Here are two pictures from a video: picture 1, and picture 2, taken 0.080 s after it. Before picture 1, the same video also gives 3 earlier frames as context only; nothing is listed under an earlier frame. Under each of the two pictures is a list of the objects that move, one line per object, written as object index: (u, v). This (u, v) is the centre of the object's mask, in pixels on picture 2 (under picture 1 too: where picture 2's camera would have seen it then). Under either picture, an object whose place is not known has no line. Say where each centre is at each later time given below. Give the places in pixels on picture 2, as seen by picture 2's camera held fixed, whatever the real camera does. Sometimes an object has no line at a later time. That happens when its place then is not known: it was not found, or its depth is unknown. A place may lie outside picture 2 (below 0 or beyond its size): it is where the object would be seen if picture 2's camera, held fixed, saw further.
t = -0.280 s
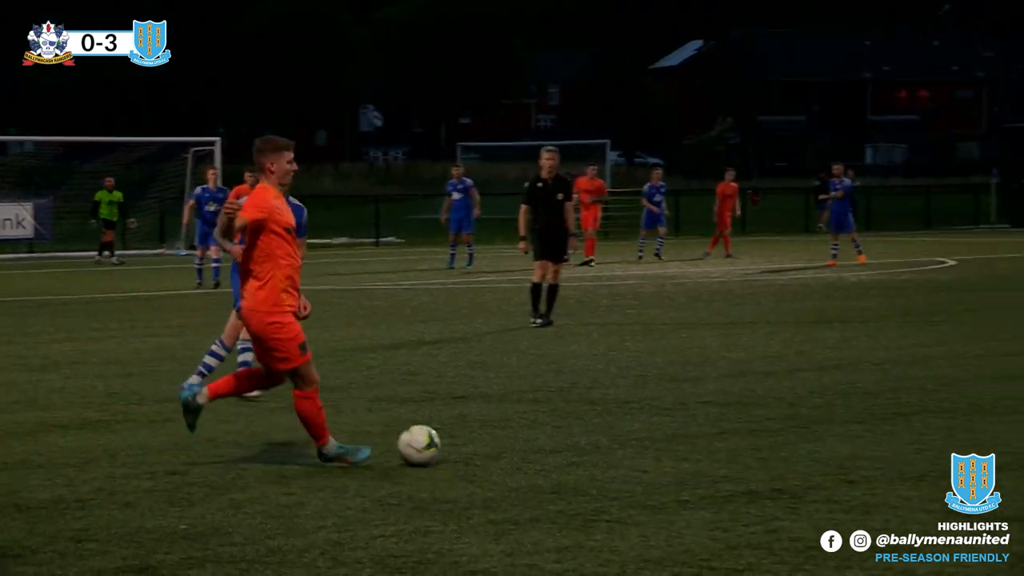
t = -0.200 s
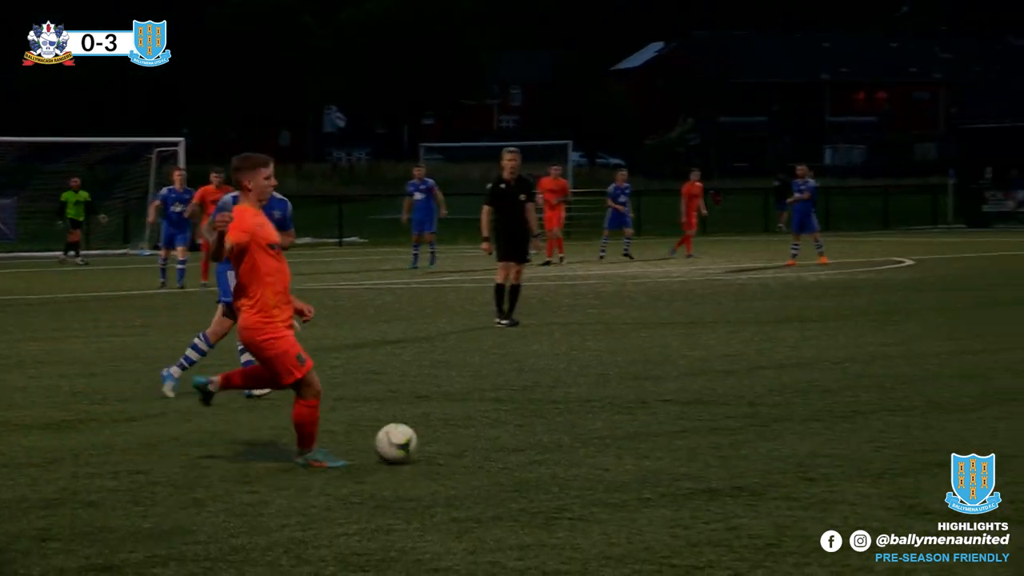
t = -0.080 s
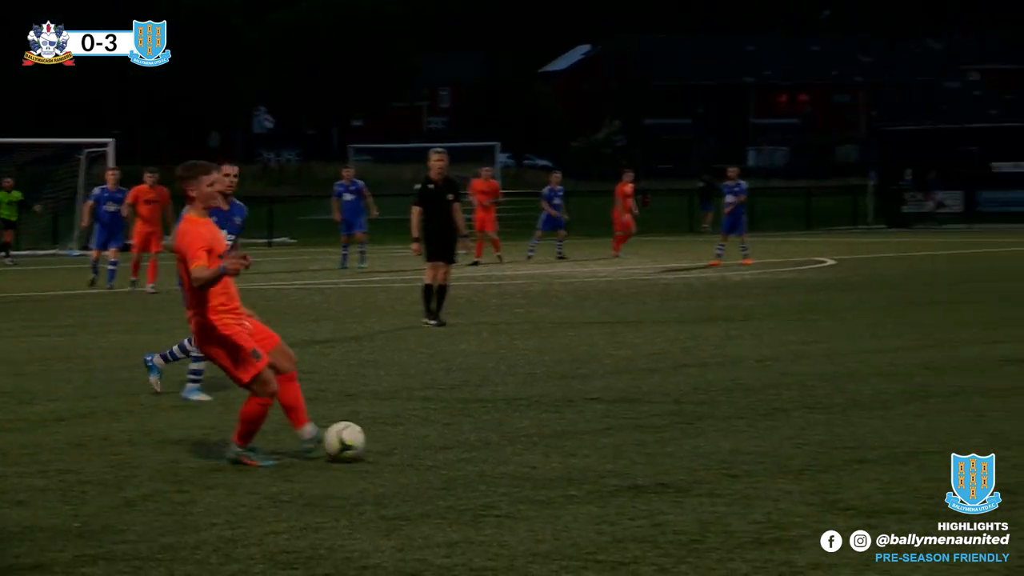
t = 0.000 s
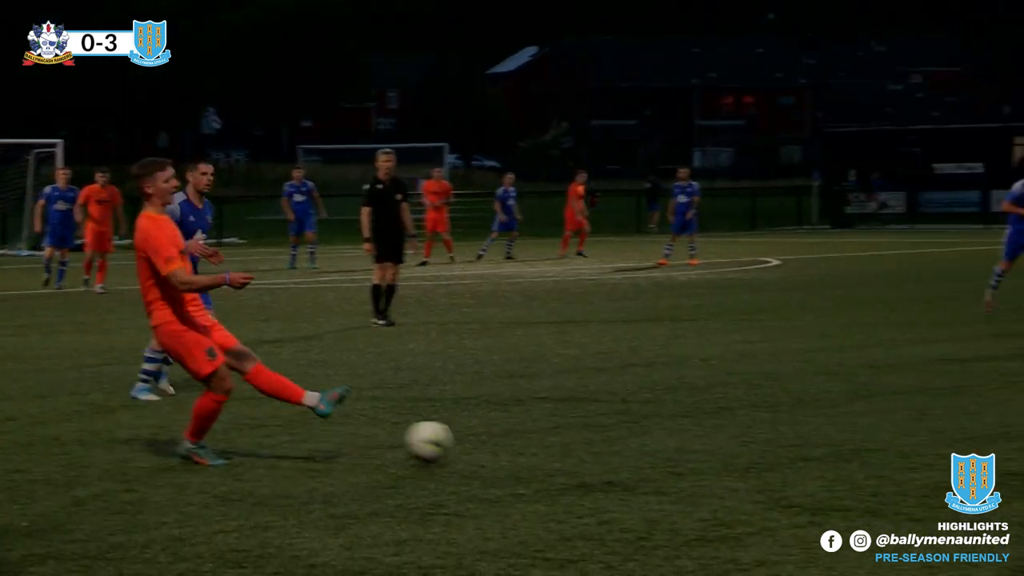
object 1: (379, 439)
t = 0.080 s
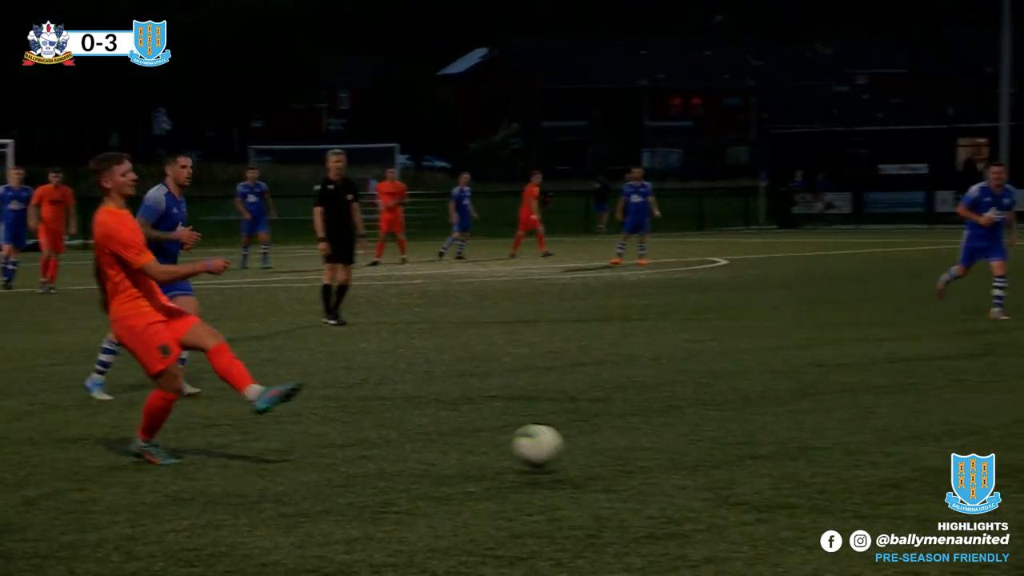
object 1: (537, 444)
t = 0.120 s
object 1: (621, 455)
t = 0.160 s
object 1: (705, 460)
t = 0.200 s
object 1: (787, 457)
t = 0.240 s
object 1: (874, 456)
